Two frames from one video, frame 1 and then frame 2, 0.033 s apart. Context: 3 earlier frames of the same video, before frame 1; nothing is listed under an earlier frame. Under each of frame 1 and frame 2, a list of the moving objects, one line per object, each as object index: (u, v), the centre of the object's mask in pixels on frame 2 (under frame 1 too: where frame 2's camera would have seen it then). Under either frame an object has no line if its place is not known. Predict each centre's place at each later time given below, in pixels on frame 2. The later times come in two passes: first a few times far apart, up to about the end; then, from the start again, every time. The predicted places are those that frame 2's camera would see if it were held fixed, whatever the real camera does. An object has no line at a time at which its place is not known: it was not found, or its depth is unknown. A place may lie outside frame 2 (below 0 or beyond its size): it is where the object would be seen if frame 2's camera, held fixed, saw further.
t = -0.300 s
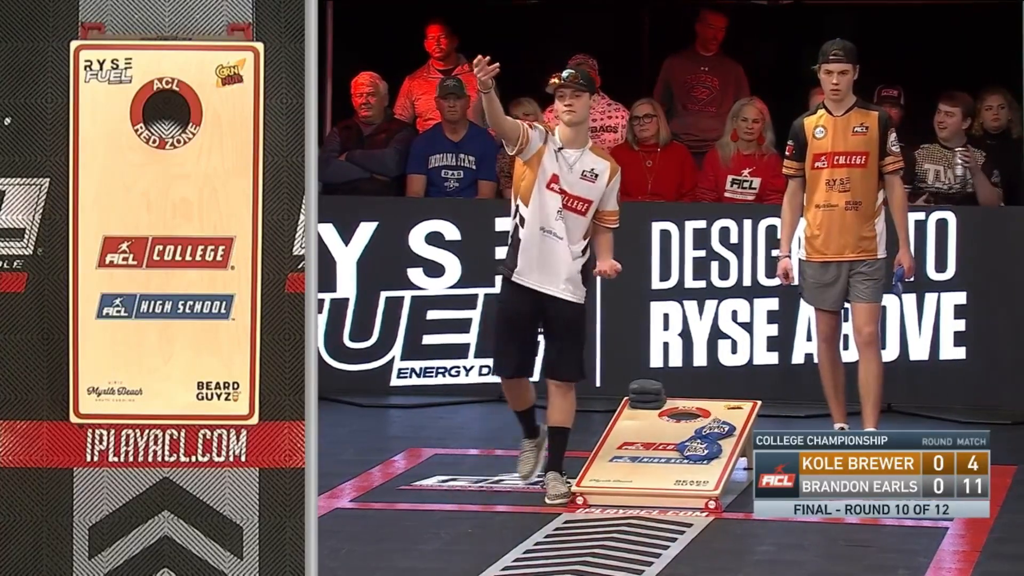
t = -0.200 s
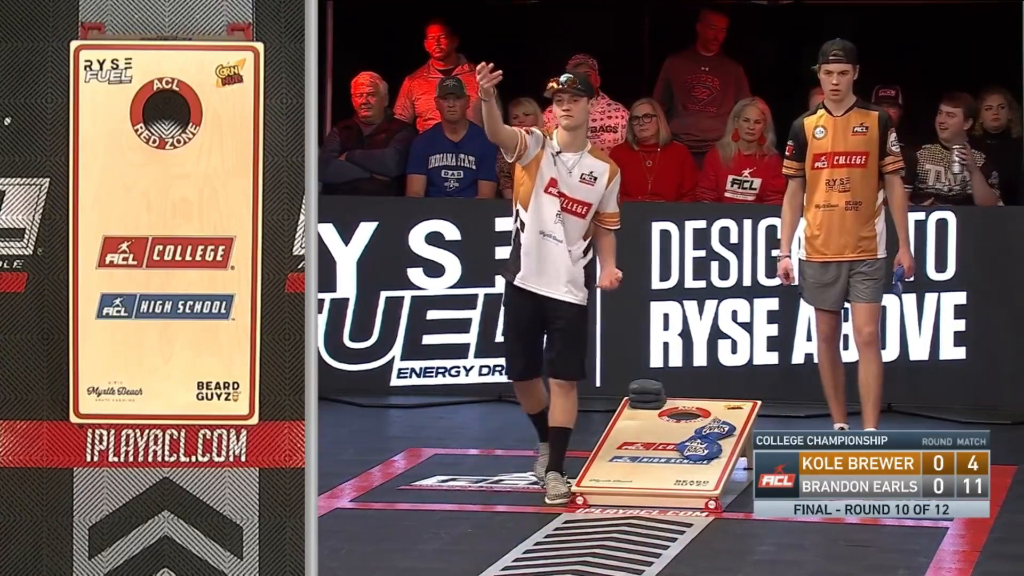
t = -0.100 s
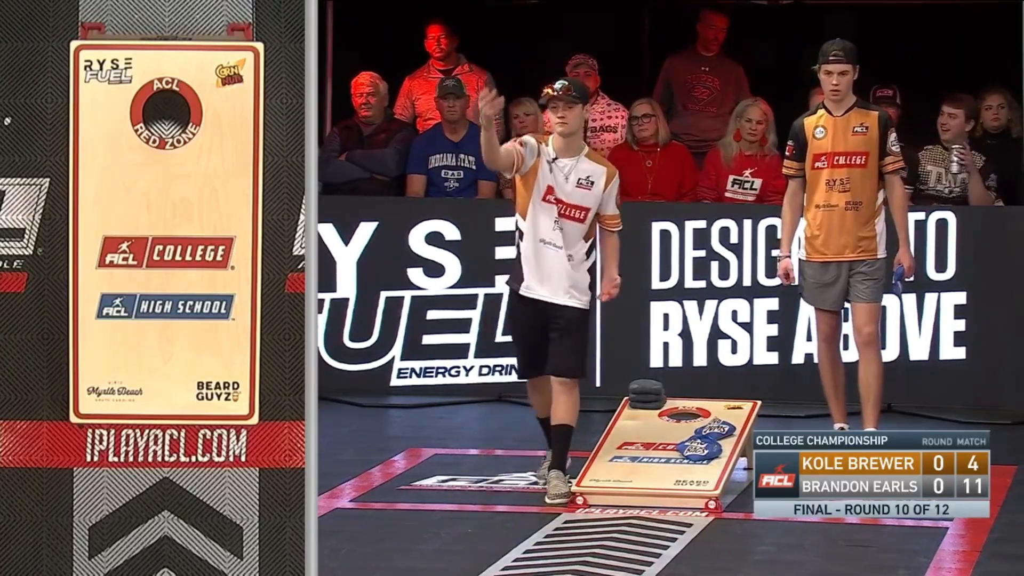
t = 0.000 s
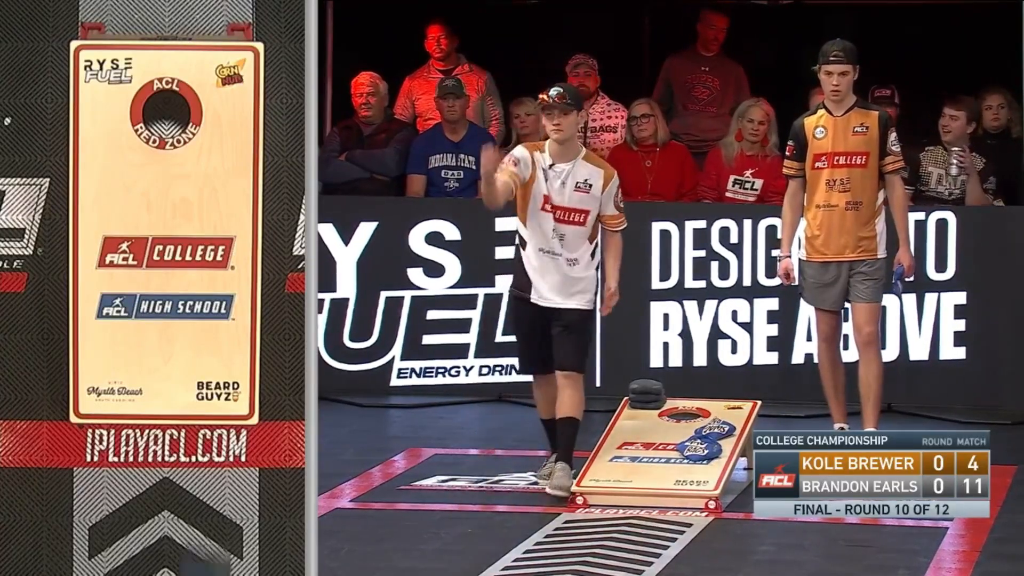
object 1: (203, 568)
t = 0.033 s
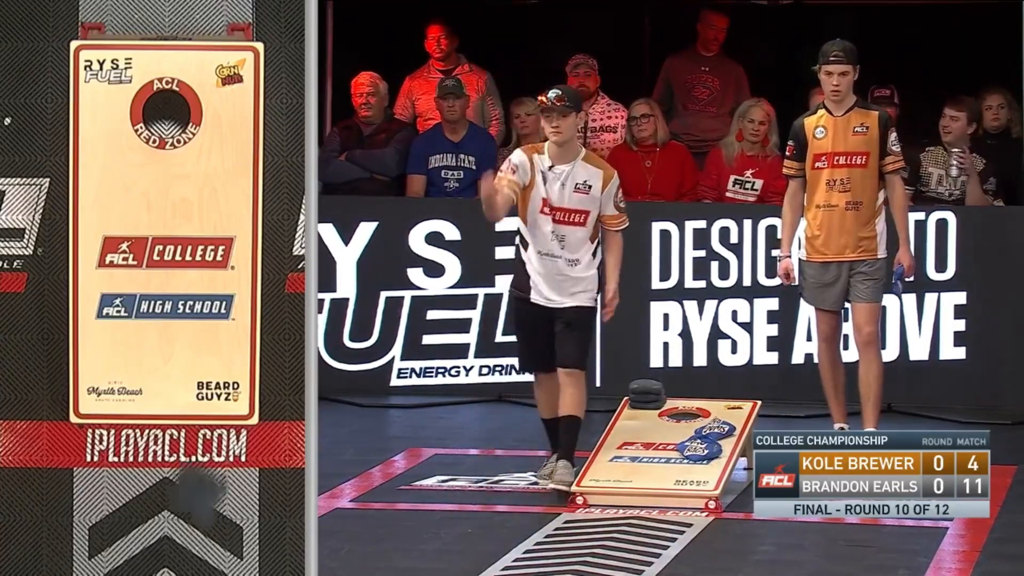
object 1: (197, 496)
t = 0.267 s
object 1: (179, 217)
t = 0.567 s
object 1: (172, 143)
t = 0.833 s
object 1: (172, 143)
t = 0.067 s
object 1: (190, 416)
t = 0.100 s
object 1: (183, 349)
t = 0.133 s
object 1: (181, 309)
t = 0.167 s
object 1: (182, 285)
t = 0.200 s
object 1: (180, 261)
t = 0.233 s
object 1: (180, 238)
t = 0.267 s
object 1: (179, 217)
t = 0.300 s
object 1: (178, 199)
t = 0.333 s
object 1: (177, 184)
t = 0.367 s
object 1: (176, 171)
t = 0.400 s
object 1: (175, 160)
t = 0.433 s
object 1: (175, 152)
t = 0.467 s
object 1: (174, 147)
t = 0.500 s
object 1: (173, 144)
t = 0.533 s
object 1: (172, 143)
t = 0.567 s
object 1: (172, 143)
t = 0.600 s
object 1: (171, 143)
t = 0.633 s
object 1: (172, 143)
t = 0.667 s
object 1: (172, 143)
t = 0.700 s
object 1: (172, 143)
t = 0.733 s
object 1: (172, 143)
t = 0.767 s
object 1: (172, 143)
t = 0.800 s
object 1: (172, 143)
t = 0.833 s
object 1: (172, 143)
